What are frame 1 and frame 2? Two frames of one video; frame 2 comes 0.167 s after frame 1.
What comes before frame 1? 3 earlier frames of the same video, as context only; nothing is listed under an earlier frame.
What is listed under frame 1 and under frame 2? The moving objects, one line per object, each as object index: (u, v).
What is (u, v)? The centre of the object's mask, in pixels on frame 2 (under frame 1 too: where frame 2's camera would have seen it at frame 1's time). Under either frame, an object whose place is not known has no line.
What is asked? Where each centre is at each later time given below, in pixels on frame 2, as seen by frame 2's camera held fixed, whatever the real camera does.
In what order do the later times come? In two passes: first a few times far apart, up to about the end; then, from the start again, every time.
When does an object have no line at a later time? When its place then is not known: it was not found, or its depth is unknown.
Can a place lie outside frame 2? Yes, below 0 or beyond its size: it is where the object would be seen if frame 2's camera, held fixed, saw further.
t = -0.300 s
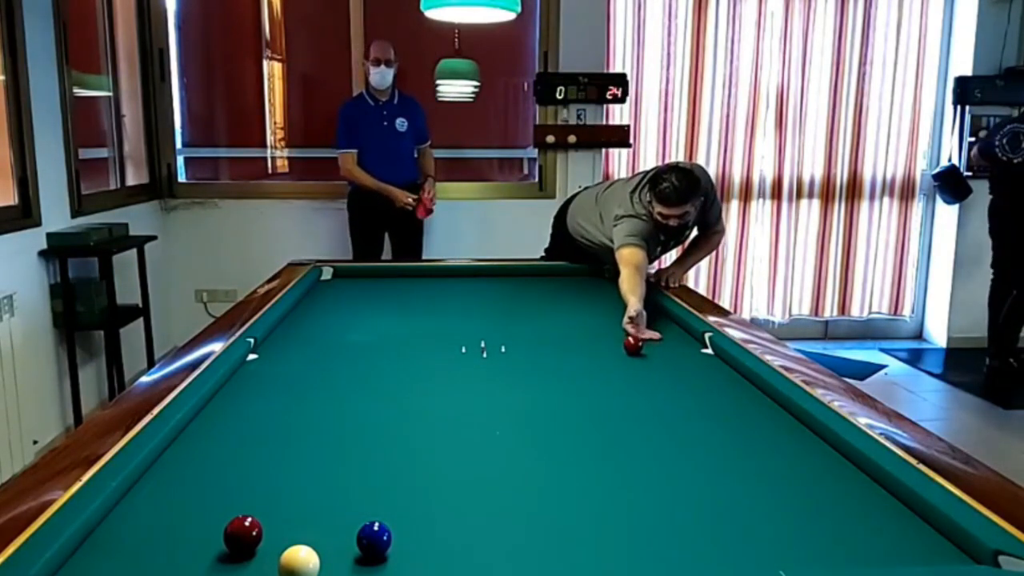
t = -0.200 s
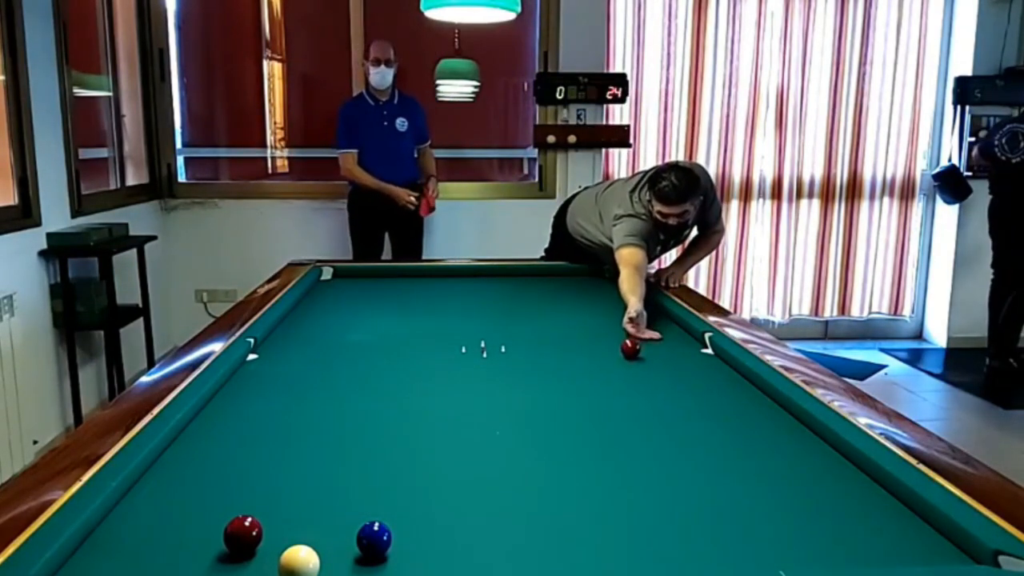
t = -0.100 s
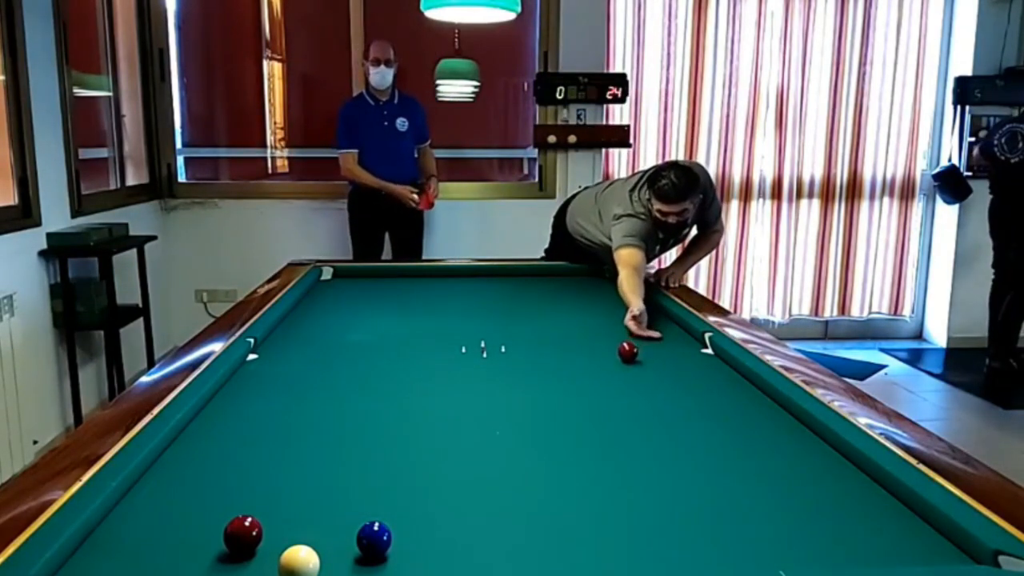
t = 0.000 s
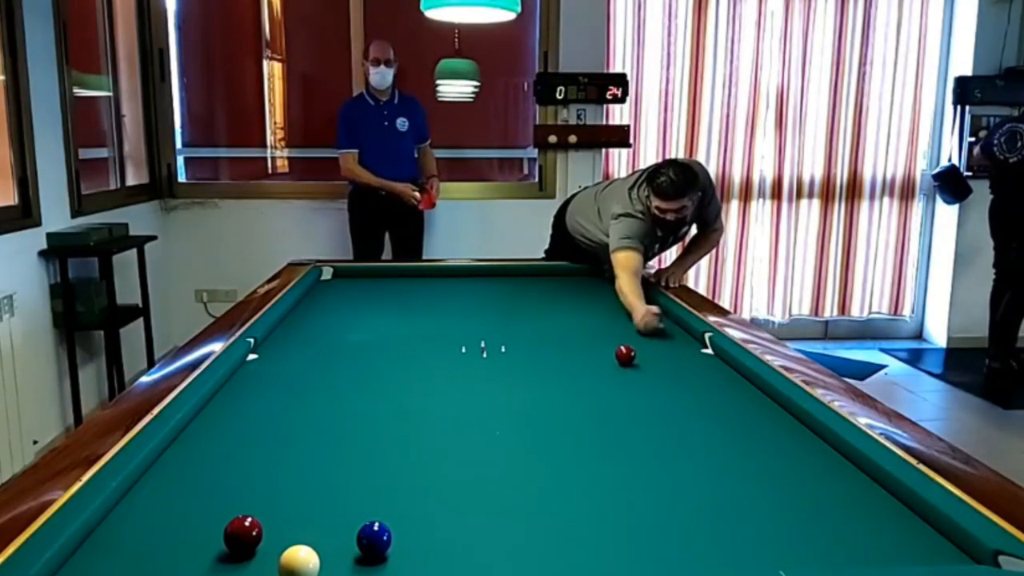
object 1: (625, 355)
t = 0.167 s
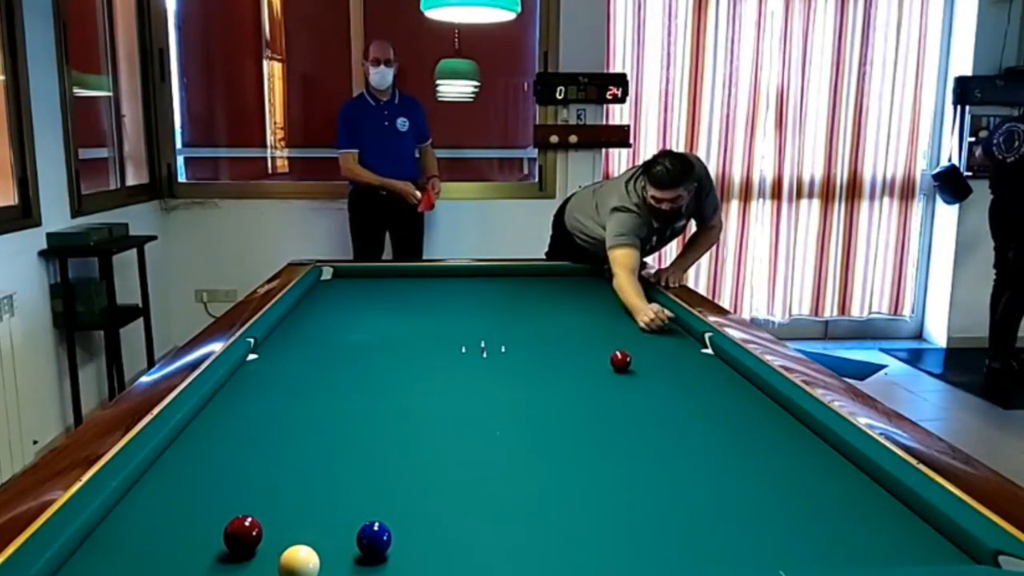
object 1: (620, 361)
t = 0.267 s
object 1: (618, 364)
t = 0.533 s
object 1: (610, 374)
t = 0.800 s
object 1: (602, 384)
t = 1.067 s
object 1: (593, 395)
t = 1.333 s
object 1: (584, 407)
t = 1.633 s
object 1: (573, 420)
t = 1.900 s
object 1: (563, 433)
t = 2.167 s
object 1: (552, 446)
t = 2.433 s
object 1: (540, 461)
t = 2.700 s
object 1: (528, 476)
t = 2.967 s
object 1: (515, 492)
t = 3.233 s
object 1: (501, 509)
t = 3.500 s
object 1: (486, 528)
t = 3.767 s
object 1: (471, 546)
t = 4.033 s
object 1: (456, 562)
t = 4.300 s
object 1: (440, 570)
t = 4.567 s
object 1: (430, 565)
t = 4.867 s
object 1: (420, 560)
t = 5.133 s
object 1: (413, 556)
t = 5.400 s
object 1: (406, 550)
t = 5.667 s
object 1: (404, 546)
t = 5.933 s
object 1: (404, 542)
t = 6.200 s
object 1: (404, 541)
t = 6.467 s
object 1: (404, 539)
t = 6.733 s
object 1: (404, 539)
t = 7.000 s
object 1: (404, 539)
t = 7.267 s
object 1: (404, 539)
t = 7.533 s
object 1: (404, 539)
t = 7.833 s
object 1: (404, 539)
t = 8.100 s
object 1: (404, 539)
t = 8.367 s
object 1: (404, 539)
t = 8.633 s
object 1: (404, 539)
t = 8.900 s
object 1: (404, 539)
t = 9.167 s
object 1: (404, 539)
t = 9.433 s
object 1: (404, 539)
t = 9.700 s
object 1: (404, 539)
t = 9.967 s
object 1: (404, 539)
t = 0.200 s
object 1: (620, 362)
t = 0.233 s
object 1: (619, 363)
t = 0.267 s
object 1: (618, 364)
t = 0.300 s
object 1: (616, 365)
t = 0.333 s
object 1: (616, 367)
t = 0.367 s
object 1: (615, 368)
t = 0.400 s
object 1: (614, 369)
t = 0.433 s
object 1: (613, 370)
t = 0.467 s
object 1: (612, 371)
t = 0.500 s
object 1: (611, 373)
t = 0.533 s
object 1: (610, 374)
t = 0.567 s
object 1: (609, 376)
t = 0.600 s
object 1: (608, 376)
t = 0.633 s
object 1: (607, 378)
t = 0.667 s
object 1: (606, 379)
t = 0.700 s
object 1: (605, 380)
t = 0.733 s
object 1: (604, 382)
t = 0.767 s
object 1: (603, 383)
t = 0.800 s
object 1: (602, 384)
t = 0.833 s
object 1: (600, 386)
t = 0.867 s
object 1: (599, 387)
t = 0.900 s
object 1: (598, 388)
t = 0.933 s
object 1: (597, 389)
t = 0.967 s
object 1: (596, 391)
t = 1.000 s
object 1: (595, 392)
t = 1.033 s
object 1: (594, 394)
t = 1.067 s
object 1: (593, 395)
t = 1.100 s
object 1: (592, 396)
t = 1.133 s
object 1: (590, 398)
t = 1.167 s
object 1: (589, 399)
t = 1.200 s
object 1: (588, 400)
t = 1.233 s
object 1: (587, 402)
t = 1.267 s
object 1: (586, 404)
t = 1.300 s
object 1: (585, 405)
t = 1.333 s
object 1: (584, 407)
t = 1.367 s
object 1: (583, 408)
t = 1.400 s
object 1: (581, 409)
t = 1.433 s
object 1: (580, 411)
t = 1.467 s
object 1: (579, 412)
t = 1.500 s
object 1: (578, 414)
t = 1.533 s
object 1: (576, 416)
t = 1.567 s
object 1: (575, 417)
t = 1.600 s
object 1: (574, 418)
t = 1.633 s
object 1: (573, 420)
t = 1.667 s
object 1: (572, 422)
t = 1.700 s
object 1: (570, 423)
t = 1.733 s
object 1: (569, 425)
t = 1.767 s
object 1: (568, 426)
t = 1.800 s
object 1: (567, 428)
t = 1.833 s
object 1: (565, 430)
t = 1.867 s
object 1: (564, 431)
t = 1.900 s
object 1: (563, 433)
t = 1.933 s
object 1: (561, 435)
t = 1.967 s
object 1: (560, 436)
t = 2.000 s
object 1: (559, 438)
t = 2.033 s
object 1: (557, 440)
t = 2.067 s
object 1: (556, 441)
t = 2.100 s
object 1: (555, 443)
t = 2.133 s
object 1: (553, 444)
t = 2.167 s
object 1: (552, 446)
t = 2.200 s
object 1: (550, 448)
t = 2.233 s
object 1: (549, 450)
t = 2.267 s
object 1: (548, 452)
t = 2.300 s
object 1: (546, 454)
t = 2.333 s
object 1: (545, 455)
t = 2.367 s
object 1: (543, 457)
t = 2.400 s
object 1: (542, 459)
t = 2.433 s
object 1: (540, 461)
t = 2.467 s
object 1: (539, 463)
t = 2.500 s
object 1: (537, 465)
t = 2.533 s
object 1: (536, 467)
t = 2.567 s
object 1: (534, 468)
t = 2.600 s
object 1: (533, 470)
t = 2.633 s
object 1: (531, 472)
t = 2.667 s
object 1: (529, 474)
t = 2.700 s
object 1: (528, 476)
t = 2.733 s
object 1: (526, 478)
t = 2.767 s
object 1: (525, 481)
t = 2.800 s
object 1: (523, 482)
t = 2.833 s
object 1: (521, 484)
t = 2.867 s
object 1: (520, 486)
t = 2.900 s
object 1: (518, 489)
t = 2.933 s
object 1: (517, 490)
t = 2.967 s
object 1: (515, 492)
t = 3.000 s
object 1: (513, 494)
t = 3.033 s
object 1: (511, 497)
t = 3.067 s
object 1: (510, 499)
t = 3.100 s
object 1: (508, 501)
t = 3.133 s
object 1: (506, 503)
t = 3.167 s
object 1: (505, 505)
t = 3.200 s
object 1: (503, 507)
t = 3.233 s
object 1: (501, 509)
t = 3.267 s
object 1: (499, 512)
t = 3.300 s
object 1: (497, 514)
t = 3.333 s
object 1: (495, 517)
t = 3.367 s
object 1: (494, 518)
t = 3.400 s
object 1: (492, 521)
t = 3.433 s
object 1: (490, 523)
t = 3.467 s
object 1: (488, 525)
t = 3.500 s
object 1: (486, 528)
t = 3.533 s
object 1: (484, 530)
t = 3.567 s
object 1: (483, 533)
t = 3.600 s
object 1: (481, 536)
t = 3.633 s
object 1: (479, 537)
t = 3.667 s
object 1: (477, 539)
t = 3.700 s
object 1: (475, 542)
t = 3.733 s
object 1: (473, 544)
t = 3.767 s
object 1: (471, 546)
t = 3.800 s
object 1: (469, 548)
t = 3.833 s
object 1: (468, 550)
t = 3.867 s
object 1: (466, 554)
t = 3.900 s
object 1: (464, 556)
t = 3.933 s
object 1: (462, 557)
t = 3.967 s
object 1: (460, 559)
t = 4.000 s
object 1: (458, 560)
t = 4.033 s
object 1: (456, 562)
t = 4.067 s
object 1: (454, 563)
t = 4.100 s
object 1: (452, 564)
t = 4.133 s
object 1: (450, 565)
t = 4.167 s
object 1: (448, 566)
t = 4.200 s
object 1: (446, 567)
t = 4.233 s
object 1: (444, 568)
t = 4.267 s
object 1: (441, 570)
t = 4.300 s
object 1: (440, 570)
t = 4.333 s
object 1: (438, 570)
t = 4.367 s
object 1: (437, 569)
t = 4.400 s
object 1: (436, 568)
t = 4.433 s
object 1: (435, 568)
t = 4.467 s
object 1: (433, 567)
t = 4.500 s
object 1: (432, 567)
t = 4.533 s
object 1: (431, 566)
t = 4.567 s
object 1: (430, 565)
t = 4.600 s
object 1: (429, 565)
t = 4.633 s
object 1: (428, 564)
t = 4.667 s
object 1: (427, 564)
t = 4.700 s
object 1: (425, 563)
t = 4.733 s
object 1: (424, 563)
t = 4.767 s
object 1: (423, 562)
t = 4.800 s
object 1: (422, 562)
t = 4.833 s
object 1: (421, 561)
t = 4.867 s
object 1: (420, 560)
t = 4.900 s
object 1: (419, 560)
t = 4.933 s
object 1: (418, 559)
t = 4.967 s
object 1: (417, 559)
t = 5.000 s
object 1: (416, 558)
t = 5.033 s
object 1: (415, 558)
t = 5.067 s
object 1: (414, 557)
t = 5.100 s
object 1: (414, 556)
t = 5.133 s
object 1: (413, 556)
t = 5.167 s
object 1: (412, 555)
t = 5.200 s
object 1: (411, 555)
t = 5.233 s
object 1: (410, 554)
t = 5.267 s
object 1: (409, 554)
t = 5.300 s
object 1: (409, 553)
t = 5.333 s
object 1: (408, 551)
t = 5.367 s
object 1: (407, 551)
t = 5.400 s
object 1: (406, 550)
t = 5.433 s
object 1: (406, 549)
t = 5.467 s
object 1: (405, 548)
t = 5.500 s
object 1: (405, 548)
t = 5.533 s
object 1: (404, 547)
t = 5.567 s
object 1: (404, 547)
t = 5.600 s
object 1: (404, 546)
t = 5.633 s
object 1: (404, 546)
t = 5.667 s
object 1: (404, 546)
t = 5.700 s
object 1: (404, 545)
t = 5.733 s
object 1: (404, 545)
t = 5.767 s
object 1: (404, 545)
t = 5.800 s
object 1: (404, 544)
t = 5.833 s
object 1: (404, 544)
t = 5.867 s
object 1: (404, 543)
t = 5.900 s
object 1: (403, 543)
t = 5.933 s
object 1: (404, 542)
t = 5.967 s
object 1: (404, 542)
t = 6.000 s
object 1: (404, 542)
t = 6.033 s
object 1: (404, 542)
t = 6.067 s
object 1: (404, 542)
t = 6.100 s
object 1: (404, 541)
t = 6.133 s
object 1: (404, 541)
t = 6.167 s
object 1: (404, 541)
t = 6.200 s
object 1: (404, 541)
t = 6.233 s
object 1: (404, 541)
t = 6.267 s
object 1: (404, 540)
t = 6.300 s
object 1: (404, 540)
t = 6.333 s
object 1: (404, 540)
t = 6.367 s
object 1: (403, 540)
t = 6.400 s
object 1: (404, 539)
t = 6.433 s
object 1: (404, 539)
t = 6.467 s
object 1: (404, 539)
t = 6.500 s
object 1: (404, 539)
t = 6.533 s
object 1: (404, 539)
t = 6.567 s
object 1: (404, 539)
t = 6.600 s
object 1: (404, 539)
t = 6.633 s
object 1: (404, 539)
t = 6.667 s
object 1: (404, 539)
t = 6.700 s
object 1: (404, 539)
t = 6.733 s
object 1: (404, 539)
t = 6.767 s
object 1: (404, 539)
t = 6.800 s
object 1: (404, 539)
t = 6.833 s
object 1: (404, 539)
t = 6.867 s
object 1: (404, 539)
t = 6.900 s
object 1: (404, 539)
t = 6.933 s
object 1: (404, 539)
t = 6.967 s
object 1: (404, 540)
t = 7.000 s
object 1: (404, 539)
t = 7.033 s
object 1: (404, 539)
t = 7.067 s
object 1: (404, 539)
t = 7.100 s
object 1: (404, 539)
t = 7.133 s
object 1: (404, 539)
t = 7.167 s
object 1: (404, 539)
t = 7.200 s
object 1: (404, 540)
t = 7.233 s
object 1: (404, 539)
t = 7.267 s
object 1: (404, 539)
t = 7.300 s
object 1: (404, 539)
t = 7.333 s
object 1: (404, 539)
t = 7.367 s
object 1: (404, 539)
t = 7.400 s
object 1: (404, 539)
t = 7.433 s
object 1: (404, 540)
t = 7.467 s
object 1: (404, 539)
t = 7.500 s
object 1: (404, 540)
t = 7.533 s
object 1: (404, 539)
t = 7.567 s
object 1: (404, 539)
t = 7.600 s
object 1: (404, 539)
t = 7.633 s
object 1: (404, 539)
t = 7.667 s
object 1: (404, 539)
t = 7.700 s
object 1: (404, 539)
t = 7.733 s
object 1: (404, 539)
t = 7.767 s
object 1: (404, 540)
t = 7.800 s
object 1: (404, 539)
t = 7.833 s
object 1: (404, 539)
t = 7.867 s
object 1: (404, 539)
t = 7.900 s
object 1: (404, 539)
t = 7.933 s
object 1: (404, 539)
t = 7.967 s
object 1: (404, 539)
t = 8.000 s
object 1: (404, 539)
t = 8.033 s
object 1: (404, 539)
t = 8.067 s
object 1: (404, 539)
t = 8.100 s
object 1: (404, 539)
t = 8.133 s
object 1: (404, 539)
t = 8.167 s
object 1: (404, 539)
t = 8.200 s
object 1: (404, 539)
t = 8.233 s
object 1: (404, 539)
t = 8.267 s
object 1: (404, 539)
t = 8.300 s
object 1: (404, 539)
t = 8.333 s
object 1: (404, 539)
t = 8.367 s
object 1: (404, 539)
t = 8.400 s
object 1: (404, 539)
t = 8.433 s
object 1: (404, 539)
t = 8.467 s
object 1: (404, 539)
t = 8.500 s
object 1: (404, 539)
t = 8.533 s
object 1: (404, 539)
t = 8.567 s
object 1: (404, 539)
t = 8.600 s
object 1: (404, 539)
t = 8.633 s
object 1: (404, 539)
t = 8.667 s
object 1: (404, 539)
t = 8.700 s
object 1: (404, 539)
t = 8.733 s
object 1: (404, 539)
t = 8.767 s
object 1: (404, 539)
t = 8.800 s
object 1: (404, 539)
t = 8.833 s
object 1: (404, 539)
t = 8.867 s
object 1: (404, 539)
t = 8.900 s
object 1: (404, 539)
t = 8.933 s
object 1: (404, 539)
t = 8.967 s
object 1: (404, 539)
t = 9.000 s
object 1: (404, 539)
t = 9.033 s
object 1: (404, 539)
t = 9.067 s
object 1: (404, 539)
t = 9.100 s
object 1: (404, 539)
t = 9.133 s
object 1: (404, 539)
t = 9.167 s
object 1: (404, 539)
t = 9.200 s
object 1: (404, 539)
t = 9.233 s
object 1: (404, 539)
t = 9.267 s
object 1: (404, 539)
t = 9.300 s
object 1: (404, 539)
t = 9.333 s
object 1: (404, 539)
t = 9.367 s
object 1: (404, 539)
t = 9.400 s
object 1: (404, 539)
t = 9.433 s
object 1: (404, 539)
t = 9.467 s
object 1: (404, 539)
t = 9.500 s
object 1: (404, 539)
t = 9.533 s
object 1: (404, 539)
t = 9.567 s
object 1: (404, 539)
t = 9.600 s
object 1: (404, 539)
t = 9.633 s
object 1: (404, 539)
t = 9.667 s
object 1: (404, 539)
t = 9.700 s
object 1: (404, 539)
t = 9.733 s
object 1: (404, 539)
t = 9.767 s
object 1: (404, 539)
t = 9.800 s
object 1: (404, 539)
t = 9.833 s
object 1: (404, 539)
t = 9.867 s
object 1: (404, 539)
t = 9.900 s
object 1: (404, 539)
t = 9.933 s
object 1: (404, 539)
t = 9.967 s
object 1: (404, 539)
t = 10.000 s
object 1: (404, 539)
